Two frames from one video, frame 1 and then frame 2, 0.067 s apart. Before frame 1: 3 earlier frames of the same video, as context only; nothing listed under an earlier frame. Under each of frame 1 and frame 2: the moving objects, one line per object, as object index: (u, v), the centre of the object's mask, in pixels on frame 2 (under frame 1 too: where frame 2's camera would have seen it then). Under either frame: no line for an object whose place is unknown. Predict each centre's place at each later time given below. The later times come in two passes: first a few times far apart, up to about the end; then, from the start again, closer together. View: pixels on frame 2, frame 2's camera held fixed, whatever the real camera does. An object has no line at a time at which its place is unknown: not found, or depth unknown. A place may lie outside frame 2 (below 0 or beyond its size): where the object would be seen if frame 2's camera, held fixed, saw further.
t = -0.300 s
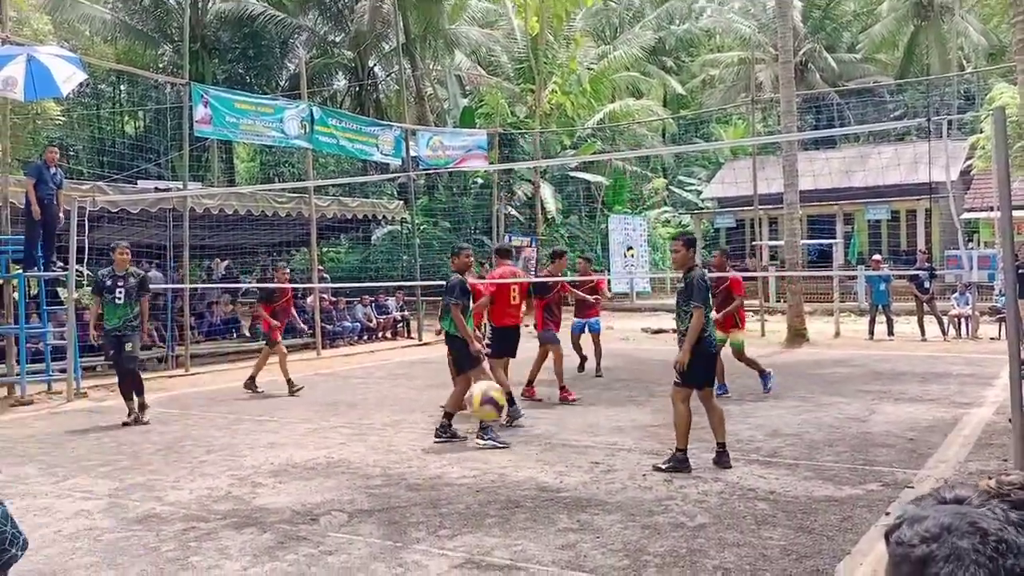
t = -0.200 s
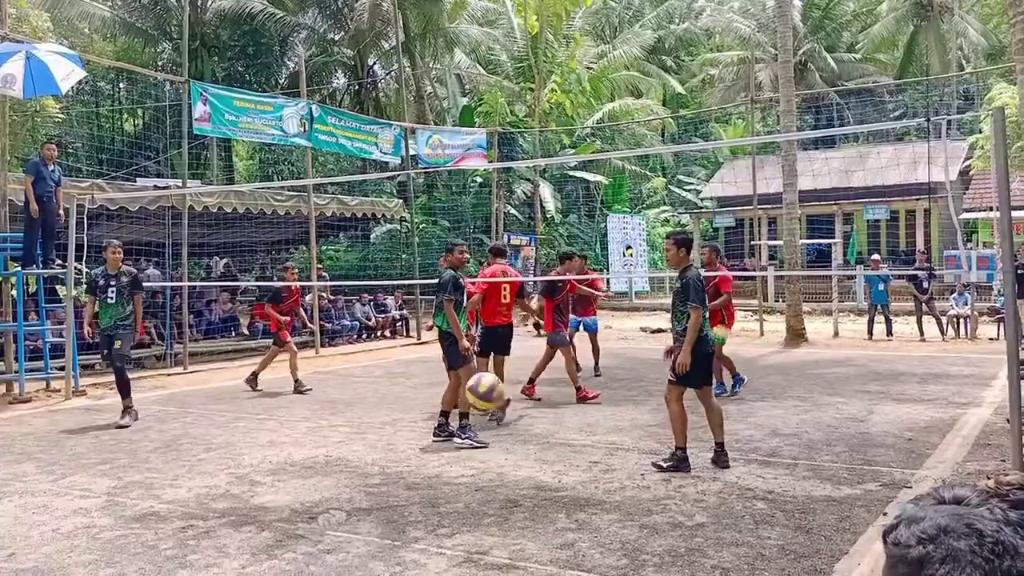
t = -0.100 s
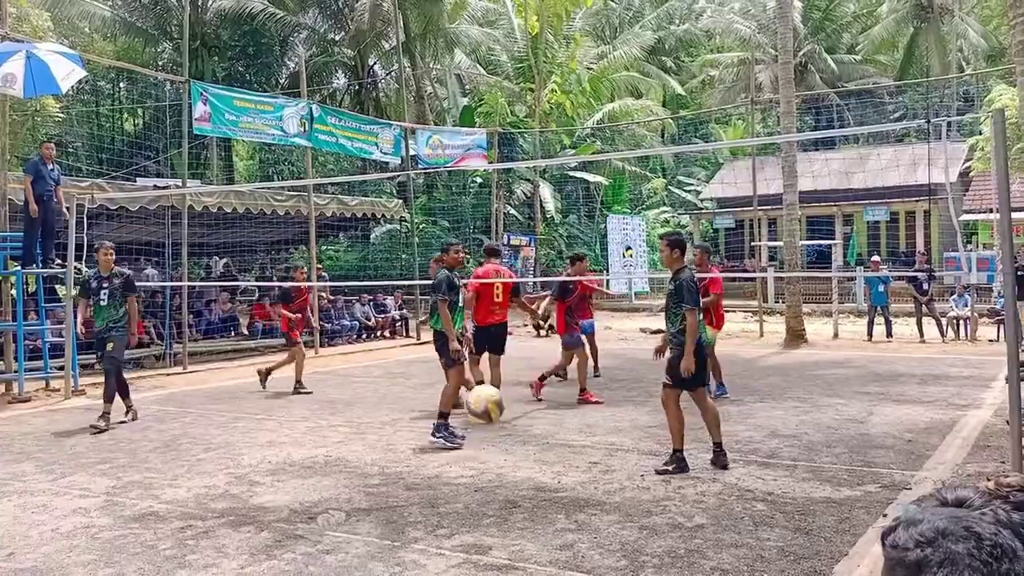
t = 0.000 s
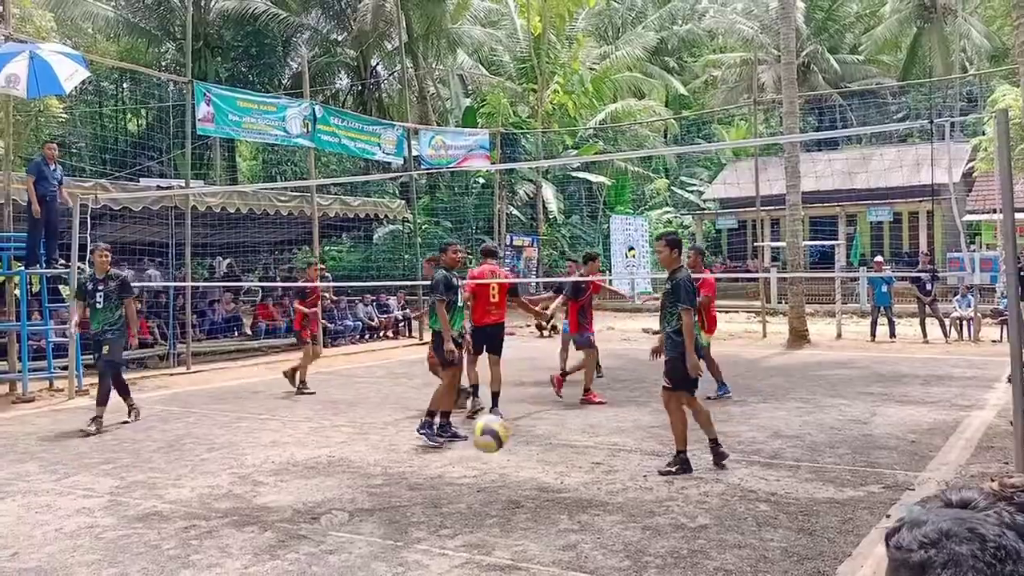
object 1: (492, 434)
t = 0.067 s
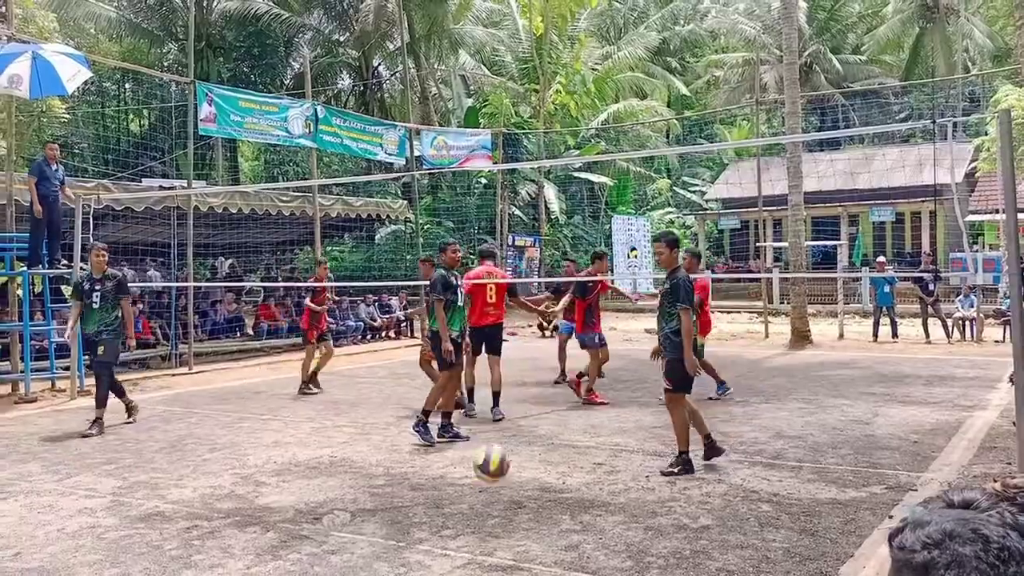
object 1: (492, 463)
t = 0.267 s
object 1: (495, 457)
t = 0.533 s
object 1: (501, 410)
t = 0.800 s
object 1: (509, 464)
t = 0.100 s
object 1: (492, 480)
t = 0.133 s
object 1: (492, 499)
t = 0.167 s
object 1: (492, 506)
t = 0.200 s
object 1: (493, 487)
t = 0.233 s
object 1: (495, 471)
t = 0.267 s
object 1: (495, 457)
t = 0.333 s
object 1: (496, 444)
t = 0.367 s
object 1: (497, 433)
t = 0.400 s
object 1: (497, 425)
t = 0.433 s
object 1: (498, 419)
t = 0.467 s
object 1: (499, 415)
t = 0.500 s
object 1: (500, 411)
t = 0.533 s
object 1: (501, 410)
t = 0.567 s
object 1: (502, 411)
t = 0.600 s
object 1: (504, 413)
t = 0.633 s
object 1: (505, 417)
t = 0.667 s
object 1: (506, 422)
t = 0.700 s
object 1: (507, 430)
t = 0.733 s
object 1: (508, 441)
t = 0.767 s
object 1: (508, 451)
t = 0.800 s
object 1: (509, 464)
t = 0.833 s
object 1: (510, 478)
